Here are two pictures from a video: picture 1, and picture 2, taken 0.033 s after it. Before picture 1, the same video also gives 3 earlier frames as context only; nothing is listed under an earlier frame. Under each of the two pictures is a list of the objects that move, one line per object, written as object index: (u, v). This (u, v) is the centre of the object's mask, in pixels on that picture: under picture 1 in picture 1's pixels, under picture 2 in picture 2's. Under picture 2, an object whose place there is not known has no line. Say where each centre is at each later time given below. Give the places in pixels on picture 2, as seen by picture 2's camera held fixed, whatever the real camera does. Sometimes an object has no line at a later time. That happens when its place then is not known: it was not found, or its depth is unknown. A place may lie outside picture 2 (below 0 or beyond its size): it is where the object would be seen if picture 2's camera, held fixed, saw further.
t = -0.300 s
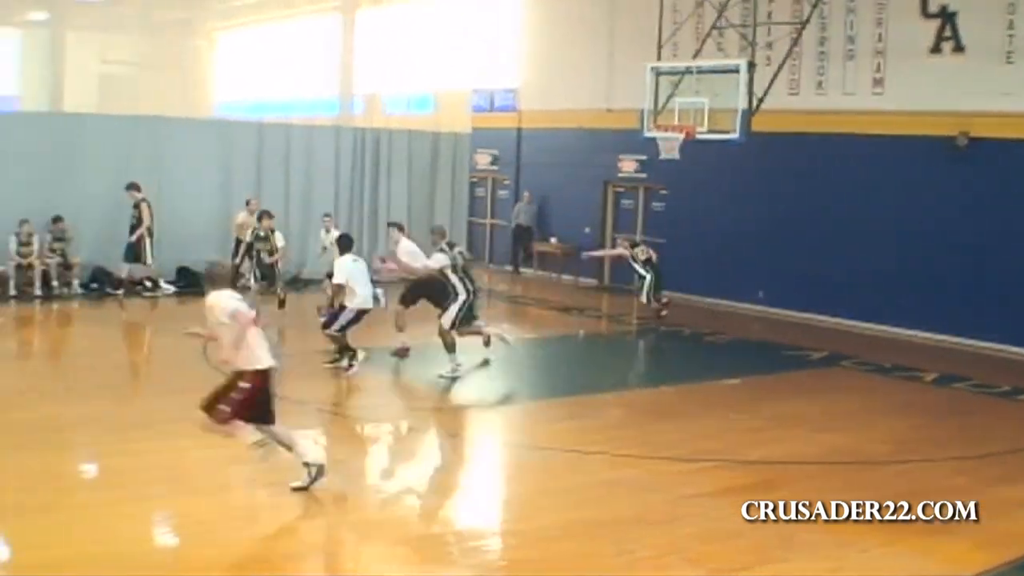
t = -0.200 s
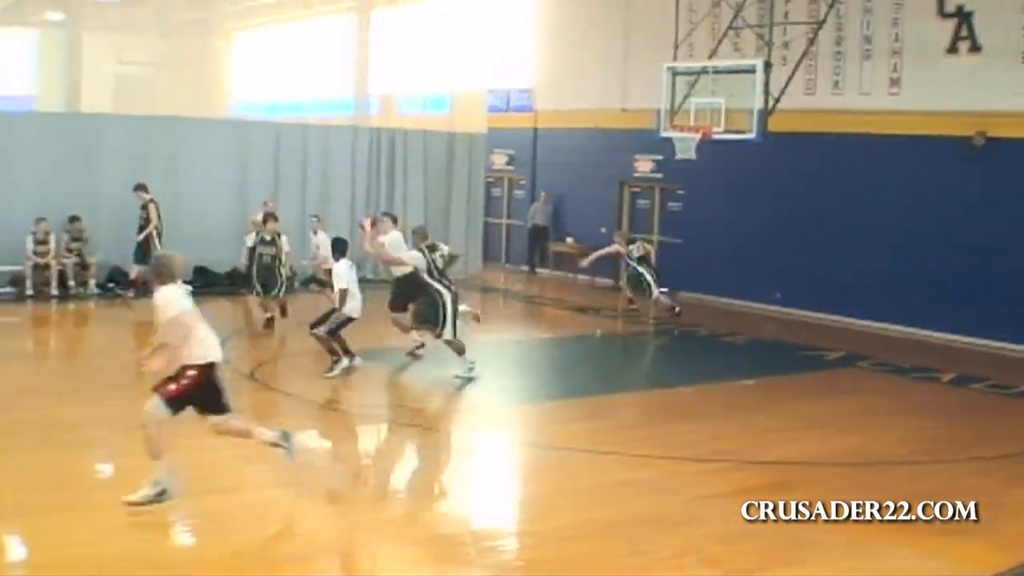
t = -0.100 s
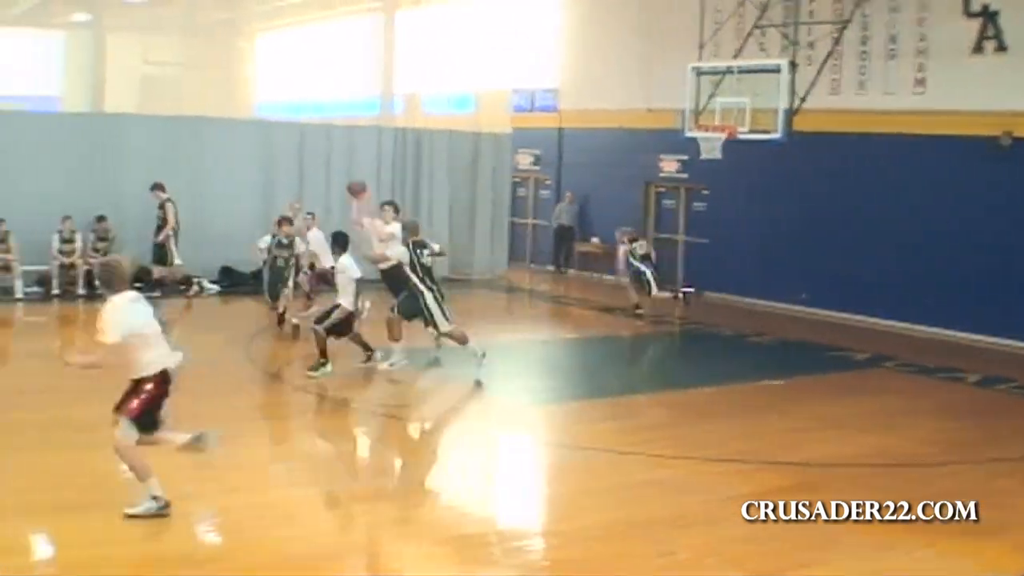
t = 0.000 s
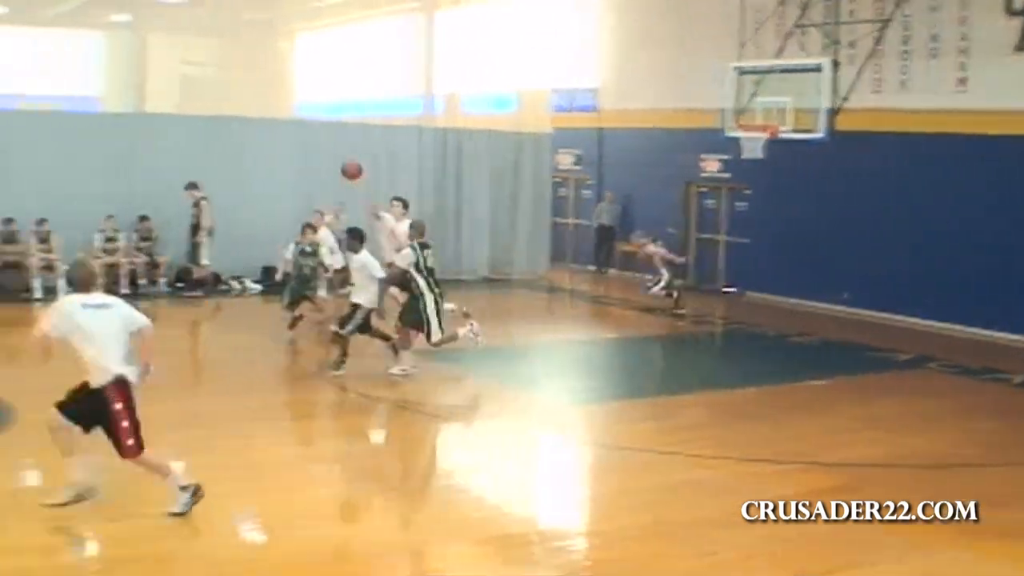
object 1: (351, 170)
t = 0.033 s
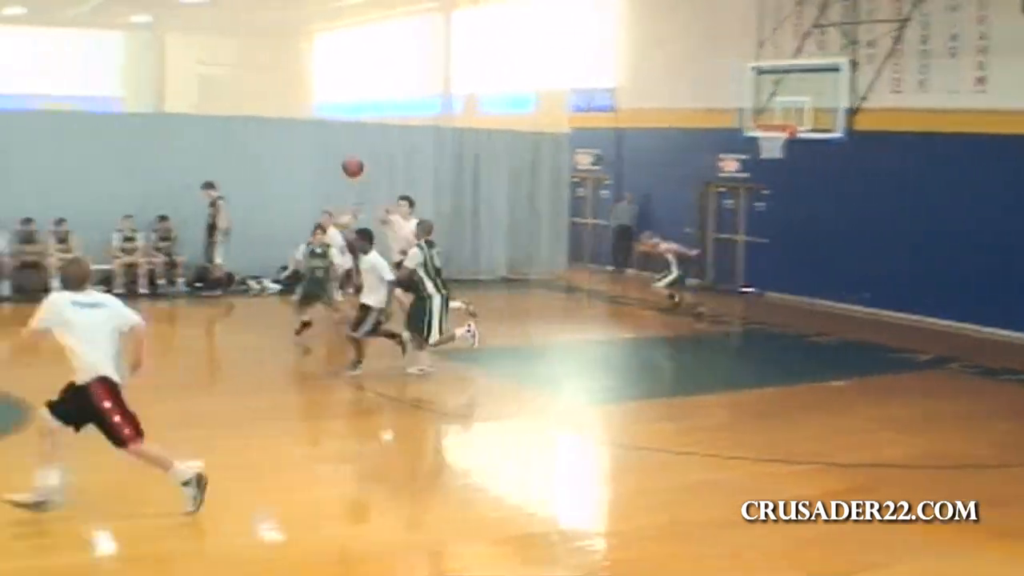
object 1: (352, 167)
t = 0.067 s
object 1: (340, 165)
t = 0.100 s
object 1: (326, 164)
